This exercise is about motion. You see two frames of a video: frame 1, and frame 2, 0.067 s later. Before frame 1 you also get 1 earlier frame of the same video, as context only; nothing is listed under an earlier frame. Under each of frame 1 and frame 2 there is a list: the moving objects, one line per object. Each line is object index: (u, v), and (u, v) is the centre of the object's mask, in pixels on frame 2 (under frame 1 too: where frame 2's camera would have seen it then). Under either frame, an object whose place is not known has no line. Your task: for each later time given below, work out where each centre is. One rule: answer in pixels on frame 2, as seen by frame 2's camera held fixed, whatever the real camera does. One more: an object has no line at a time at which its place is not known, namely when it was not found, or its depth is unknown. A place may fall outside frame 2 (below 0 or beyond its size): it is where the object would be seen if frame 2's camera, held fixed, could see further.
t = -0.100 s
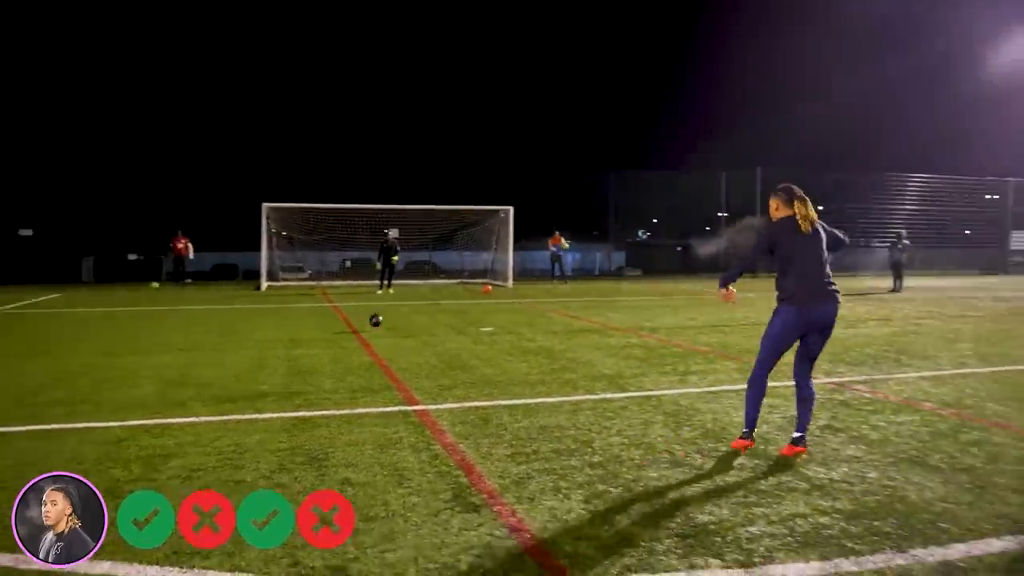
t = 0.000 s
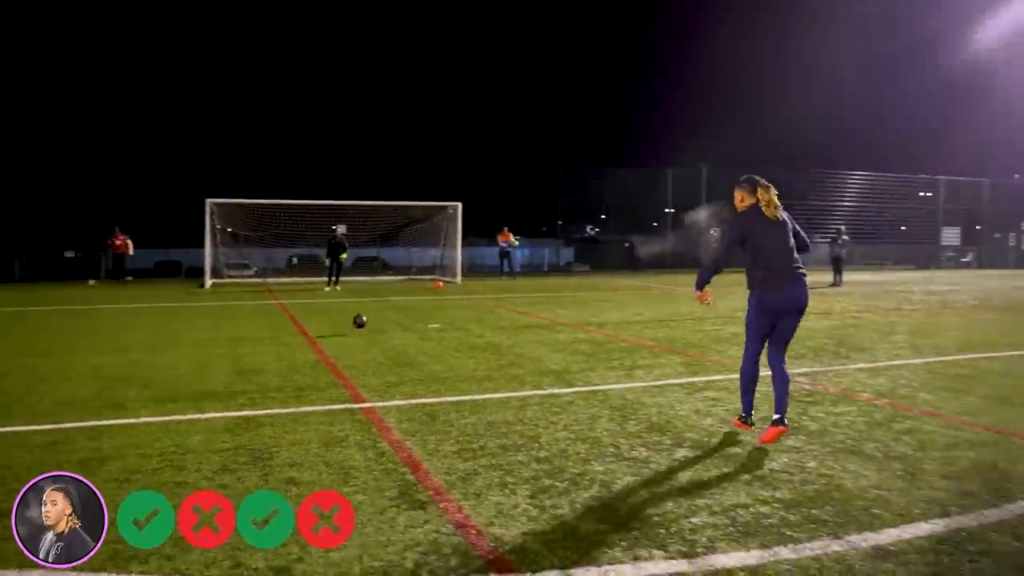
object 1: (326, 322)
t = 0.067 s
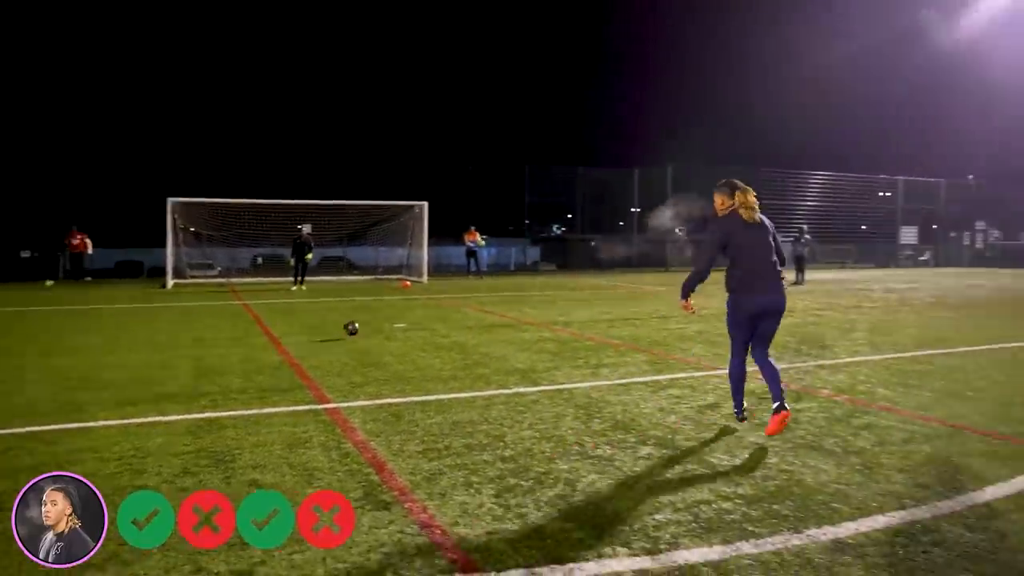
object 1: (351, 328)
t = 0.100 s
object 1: (364, 333)
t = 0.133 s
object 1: (377, 332)
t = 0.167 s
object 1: (390, 331)
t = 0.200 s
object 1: (403, 330)
